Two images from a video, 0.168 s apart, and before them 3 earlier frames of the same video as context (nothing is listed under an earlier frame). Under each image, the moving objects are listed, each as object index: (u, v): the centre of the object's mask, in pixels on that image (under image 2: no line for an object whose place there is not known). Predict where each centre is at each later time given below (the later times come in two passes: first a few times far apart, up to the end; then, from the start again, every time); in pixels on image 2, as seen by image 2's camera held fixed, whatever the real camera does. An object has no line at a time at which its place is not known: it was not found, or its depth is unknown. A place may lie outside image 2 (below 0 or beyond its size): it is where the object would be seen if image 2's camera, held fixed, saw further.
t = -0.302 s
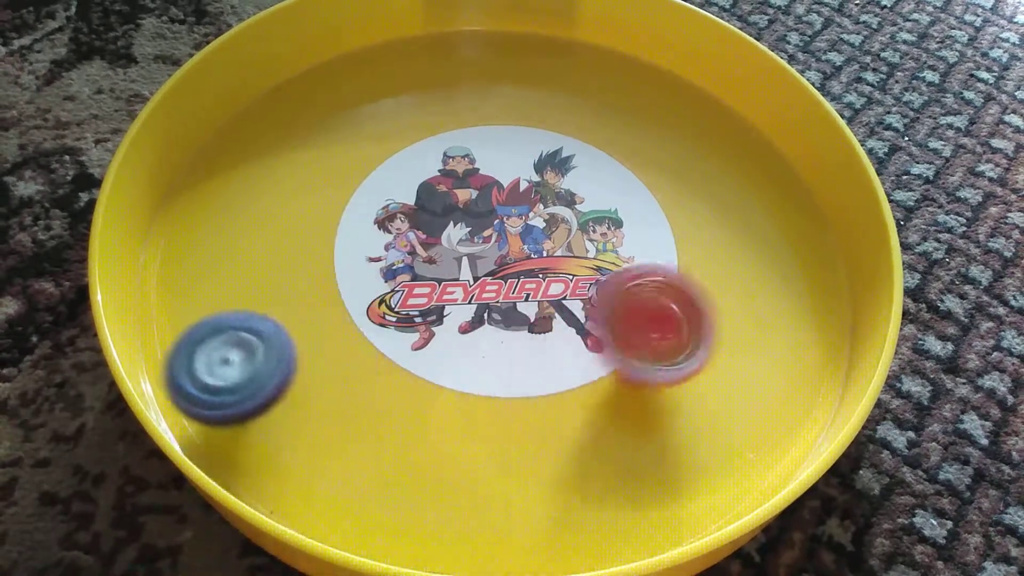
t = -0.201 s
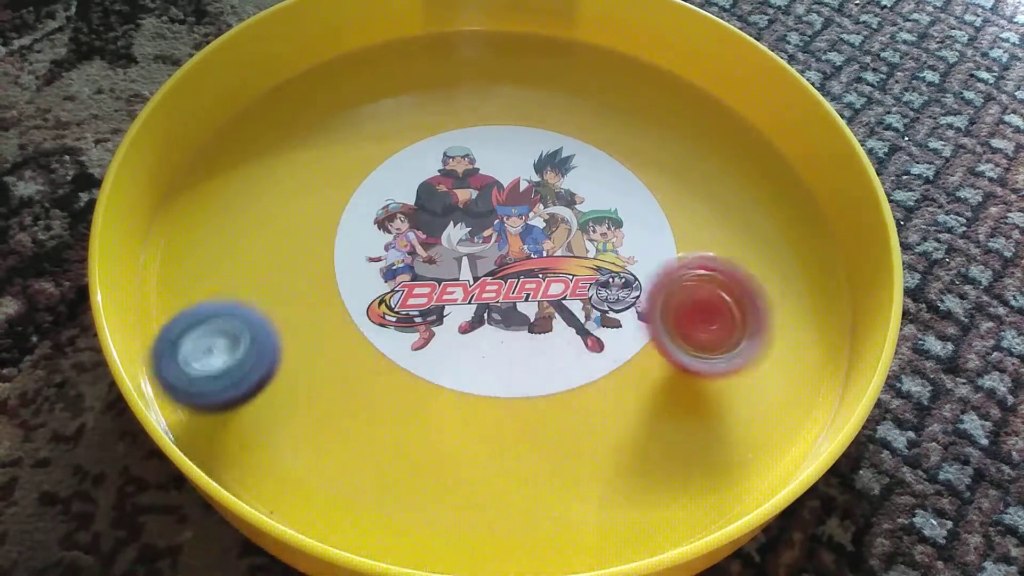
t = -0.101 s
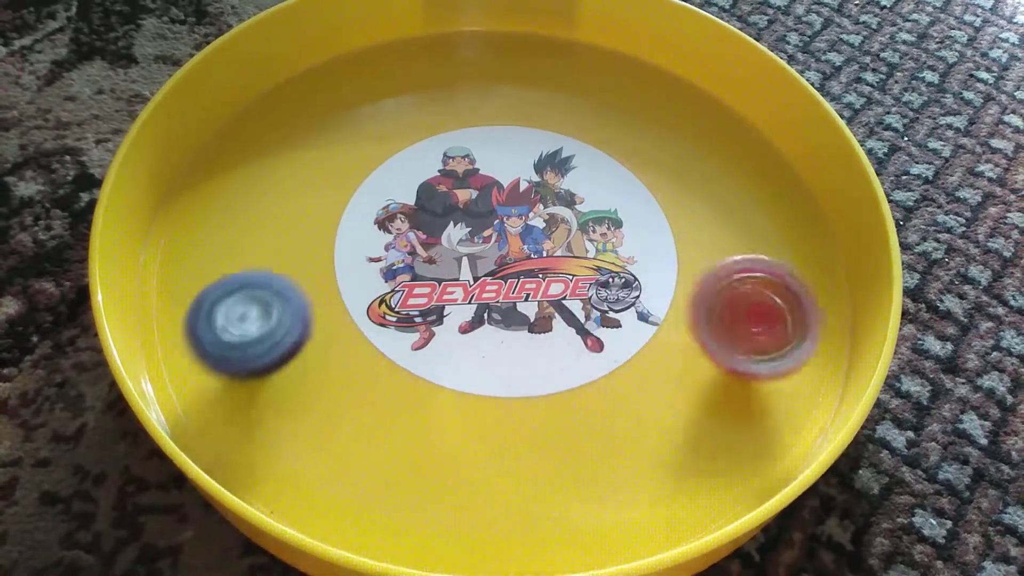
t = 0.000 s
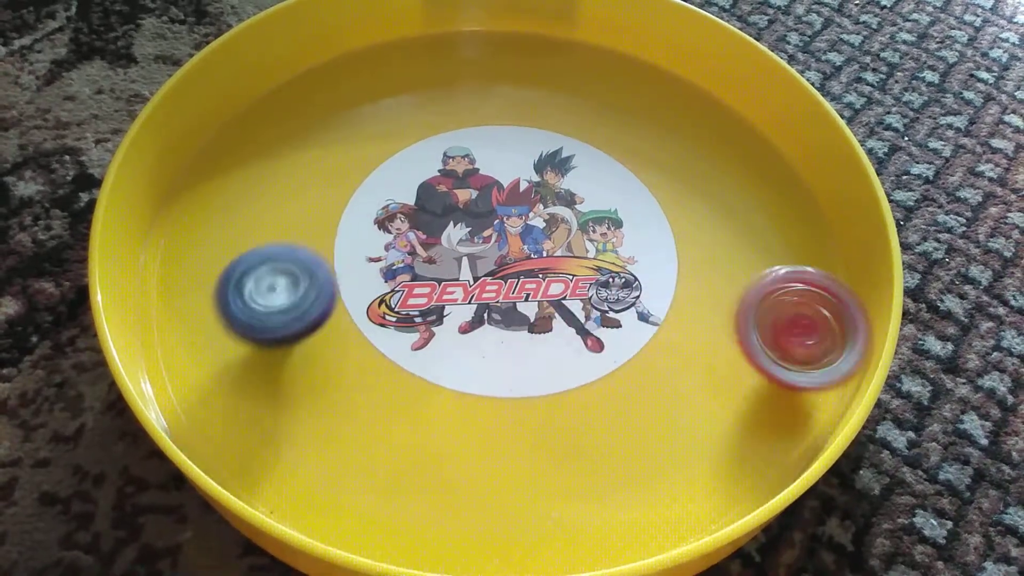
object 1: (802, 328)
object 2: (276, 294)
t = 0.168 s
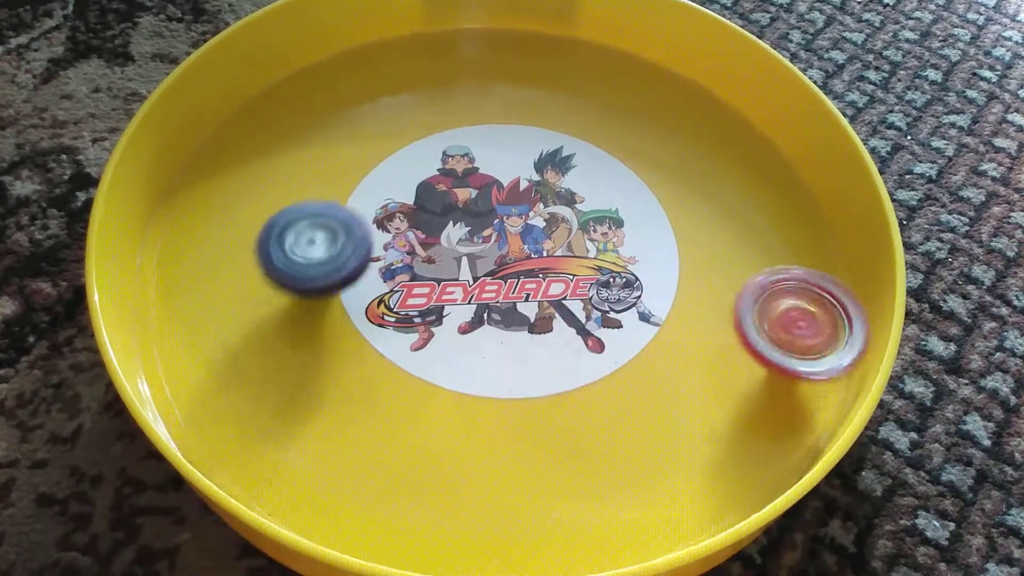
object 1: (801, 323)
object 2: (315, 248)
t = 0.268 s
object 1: (801, 336)
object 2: (332, 222)
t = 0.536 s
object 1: (771, 370)
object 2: (371, 169)
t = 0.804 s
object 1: (724, 387)
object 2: (394, 136)
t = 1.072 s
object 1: (671, 385)
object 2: (413, 120)
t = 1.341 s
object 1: (624, 364)
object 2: (429, 123)
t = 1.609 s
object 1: (593, 330)
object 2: (444, 139)
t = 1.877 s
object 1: (582, 293)
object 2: (470, 174)
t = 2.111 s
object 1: (611, 297)
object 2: (487, 192)
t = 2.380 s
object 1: (698, 415)
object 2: (410, 84)
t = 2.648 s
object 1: (620, 394)
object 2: (389, 44)
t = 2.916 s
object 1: (588, 332)
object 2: (403, 60)
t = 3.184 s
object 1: (622, 286)
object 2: (401, 78)
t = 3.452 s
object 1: (679, 287)
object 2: (383, 111)
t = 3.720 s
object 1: (711, 331)
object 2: (358, 156)
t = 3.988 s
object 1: (688, 382)
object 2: (331, 219)
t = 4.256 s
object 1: (624, 392)
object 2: (297, 299)
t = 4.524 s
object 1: (575, 356)
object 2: (262, 398)
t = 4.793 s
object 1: (577, 308)
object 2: (320, 439)
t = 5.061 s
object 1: (615, 288)
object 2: (397, 463)
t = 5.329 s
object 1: (649, 306)
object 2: (474, 498)
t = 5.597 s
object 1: (652, 344)
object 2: (549, 476)
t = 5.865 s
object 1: (655, 353)
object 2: (573, 470)
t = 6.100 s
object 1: (656, 353)
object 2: (579, 500)
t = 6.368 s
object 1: (660, 354)
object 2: (572, 448)
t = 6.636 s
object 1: (684, 351)
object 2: (545, 396)
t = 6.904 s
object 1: (702, 367)
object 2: (526, 349)
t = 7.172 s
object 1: (694, 390)
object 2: (510, 307)
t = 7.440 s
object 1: (668, 400)
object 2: (495, 269)
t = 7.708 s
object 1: (639, 387)
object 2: (479, 244)
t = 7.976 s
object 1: (632, 365)
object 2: (461, 227)
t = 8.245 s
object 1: (643, 348)
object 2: (441, 223)
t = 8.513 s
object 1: (661, 351)
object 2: (420, 235)
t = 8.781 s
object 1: (666, 365)
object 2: (407, 259)
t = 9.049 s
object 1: (655, 377)
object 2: (402, 291)
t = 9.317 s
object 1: (634, 379)
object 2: (402, 328)
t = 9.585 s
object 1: (618, 366)
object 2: (394, 371)
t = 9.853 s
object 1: (616, 351)
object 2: (384, 418)
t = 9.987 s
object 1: (615, 350)
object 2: (376, 444)
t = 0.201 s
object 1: (803, 327)
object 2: (321, 239)
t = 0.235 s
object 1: (803, 332)
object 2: (327, 230)
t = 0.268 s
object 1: (801, 336)
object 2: (332, 222)
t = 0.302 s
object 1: (799, 340)
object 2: (338, 215)
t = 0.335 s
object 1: (796, 344)
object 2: (343, 208)
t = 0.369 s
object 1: (792, 348)
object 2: (348, 201)
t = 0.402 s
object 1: (789, 353)
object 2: (353, 194)
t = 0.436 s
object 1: (787, 357)
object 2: (358, 188)
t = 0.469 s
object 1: (781, 362)
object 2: (362, 181)
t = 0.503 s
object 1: (776, 365)
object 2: (366, 174)
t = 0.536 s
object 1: (771, 370)
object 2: (371, 169)
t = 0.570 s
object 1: (766, 372)
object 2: (374, 164)
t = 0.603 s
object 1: (761, 375)
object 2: (378, 159)
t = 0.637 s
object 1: (754, 378)
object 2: (381, 154)
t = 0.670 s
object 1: (748, 381)
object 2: (384, 150)
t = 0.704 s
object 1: (743, 383)
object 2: (387, 146)
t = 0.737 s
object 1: (737, 384)
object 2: (389, 142)
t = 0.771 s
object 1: (730, 385)
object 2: (392, 139)
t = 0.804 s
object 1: (724, 387)
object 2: (394, 136)
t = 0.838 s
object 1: (719, 388)
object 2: (396, 133)
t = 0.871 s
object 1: (711, 388)
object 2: (399, 130)
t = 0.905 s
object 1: (703, 388)
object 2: (401, 128)
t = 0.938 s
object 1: (697, 389)
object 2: (403, 126)
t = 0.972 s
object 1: (691, 388)
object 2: (405, 124)
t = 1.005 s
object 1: (684, 387)
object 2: (408, 123)
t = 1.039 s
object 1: (676, 386)
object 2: (410, 122)
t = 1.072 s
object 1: (671, 385)
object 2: (413, 120)
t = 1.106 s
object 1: (665, 383)
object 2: (415, 119)
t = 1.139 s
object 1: (658, 381)
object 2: (417, 119)
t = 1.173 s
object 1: (651, 379)
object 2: (419, 119)
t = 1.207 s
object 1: (645, 377)
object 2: (420, 119)
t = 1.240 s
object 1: (640, 374)
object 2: (423, 119)
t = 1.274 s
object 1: (634, 370)
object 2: (425, 120)
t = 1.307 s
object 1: (628, 368)
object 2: (427, 121)
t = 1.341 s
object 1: (624, 364)
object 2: (429, 123)
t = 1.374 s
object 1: (619, 360)
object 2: (430, 123)
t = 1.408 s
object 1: (615, 356)
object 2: (432, 125)
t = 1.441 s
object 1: (610, 353)
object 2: (434, 127)
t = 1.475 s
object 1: (607, 348)
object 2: (436, 129)
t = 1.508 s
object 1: (603, 344)
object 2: (437, 130)
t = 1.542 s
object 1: (598, 339)
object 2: (440, 133)
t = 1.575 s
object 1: (596, 335)
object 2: (442, 136)
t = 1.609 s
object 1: (593, 330)
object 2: (444, 139)
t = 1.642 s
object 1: (590, 325)
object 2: (447, 143)
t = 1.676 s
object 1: (587, 320)
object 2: (450, 147)
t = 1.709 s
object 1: (586, 316)
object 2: (453, 150)
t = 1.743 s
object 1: (585, 311)
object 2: (456, 155)
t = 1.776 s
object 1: (583, 306)
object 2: (459, 160)
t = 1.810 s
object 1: (582, 301)
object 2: (463, 165)
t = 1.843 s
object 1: (582, 298)
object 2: (466, 168)
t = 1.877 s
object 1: (582, 293)
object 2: (470, 174)
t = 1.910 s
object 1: (581, 287)
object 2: (474, 179)
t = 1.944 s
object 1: (581, 284)
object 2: (478, 185)
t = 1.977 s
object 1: (582, 279)
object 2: (483, 191)
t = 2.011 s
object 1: (583, 275)
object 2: (487, 195)
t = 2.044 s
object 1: (583, 272)
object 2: (492, 202)
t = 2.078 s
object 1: (586, 270)
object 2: (495, 206)
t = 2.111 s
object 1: (611, 297)
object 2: (487, 192)
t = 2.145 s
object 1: (640, 332)
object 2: (473, 172)
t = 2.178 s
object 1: (668, 360)
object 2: (463, 157)
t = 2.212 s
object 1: (691, 388)
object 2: (453, 143)
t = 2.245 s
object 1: (710, 414)
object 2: (442, 129)
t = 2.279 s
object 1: (722, 431)
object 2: (433, 117)
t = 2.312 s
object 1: (724, 437)
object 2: (424, 105)
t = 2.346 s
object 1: (713, 425)
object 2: (418, 95)
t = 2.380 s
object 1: (698, 415)
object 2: (410, 84)
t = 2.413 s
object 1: (691, 414)
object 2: (402, 74)
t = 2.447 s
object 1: (681, 415)
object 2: (396, 64)
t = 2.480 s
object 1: (671, 415)
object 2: (391, 54)
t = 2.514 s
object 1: (659, 412)
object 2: (386, 44)
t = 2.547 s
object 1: (649, 410)
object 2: (380, 35)
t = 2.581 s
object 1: (639, 406)
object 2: (382, 35)
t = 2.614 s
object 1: (629, 401)
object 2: (385, 39)
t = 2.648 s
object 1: (620, 394)
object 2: (389, 44)
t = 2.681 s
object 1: (612, 388)
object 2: (392, 45)
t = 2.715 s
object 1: (606, 380)
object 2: (395, 49)
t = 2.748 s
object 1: (599, 373)
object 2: (397, 50)
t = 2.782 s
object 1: (595, 363)
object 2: (398, 52)
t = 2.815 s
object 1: (590, 356)
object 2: (400, 53)
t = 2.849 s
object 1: (588, 348)
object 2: (402, 56)
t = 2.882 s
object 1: (588, 340)
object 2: (403, 58)
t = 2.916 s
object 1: (588, 332)
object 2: (403, 60)
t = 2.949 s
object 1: (589, 323)
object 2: (404, 61)
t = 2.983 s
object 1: (592, 317)
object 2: (405, 63)
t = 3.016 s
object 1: (596, 311)
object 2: (404, 66)
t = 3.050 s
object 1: (599, 305)
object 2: (404, 68)
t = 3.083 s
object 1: (605, 299)
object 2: (404, 70)
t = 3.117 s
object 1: (610, 294)
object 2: (403, 73)
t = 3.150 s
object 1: (618, 289)
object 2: (402, 75)
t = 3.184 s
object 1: (622, 286)
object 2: (401, 78)
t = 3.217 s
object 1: (630, 282)
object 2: (400, 81)
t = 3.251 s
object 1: (635, 281)
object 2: (399, 84)
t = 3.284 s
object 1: (643, 280)
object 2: (397, 87)
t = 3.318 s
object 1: (649, 279)
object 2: (395, 91)
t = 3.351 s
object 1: (659, 280)
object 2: (392, 96)
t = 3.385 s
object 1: (665, 282)
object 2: (390, 100)
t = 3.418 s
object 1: (673, 284)
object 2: (387, 105)
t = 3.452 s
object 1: (679, 287)
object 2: (383, 111)
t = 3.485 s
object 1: (686, 292)
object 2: (380, 116)
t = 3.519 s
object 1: (689, 295)
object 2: (376, 122)
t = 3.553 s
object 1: (696, 301)
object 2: (373, 127)
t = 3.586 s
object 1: (700, 306)
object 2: (370, 132)
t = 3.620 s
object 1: (704, 313)
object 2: (367, 137)
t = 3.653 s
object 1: (706, 318)
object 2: (364, 143)
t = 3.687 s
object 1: (710, 326)
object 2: (361, 149)
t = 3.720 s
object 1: (711, 331)
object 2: (358, 156)
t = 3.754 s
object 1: (712, 339)
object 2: (354, 163)
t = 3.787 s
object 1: (711, 345)
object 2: (351, 170)
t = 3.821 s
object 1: (709, 353)
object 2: (348, 177)
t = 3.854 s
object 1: (707, 359)
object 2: (344, 184)
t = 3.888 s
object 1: (703, 365)
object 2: (341, 193)
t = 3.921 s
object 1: (700, 371)
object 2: (338, 201)
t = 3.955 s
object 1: (693, 377)
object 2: (334, 210)
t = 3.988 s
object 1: (688, 382)
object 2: (331, 219)
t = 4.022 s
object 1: (680, 385)
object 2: (327, 229)
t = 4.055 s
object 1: (673, 390)
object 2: (323, 237)
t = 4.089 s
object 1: (664, 392)
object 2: (319, 245)
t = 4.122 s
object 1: (658, 394)
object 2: (314, 255)
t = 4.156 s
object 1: (648, 394)
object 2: (310, 267)
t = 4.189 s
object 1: (641, 395)
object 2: (305, 277)
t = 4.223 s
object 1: (631, 394)
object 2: (301, 288)
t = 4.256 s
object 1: (624, 392)
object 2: (297, 299)
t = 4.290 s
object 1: (614, 389)
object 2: (292, 310)
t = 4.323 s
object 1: (608, 386)
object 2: (288, 322)
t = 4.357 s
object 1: (599, 381)
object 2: (284, 334)
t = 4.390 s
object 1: (594, 378)
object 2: (280, 346)
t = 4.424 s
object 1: (586, 372)
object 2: (276, 358)
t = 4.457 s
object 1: (582, 367)
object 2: (271, 371)
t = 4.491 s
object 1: (577, 361)
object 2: (267, 385)
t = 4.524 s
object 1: (575, 356)
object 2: (262, 398)
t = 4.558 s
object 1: (571, 347)
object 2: (257, 413)
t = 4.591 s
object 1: (570, 342)
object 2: (253, 426)
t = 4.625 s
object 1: (569, 337)
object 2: (266, 427)
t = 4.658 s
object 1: (570, 330)
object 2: (279, 428)
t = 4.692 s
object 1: (570, 324)
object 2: (289, 431)
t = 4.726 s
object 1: (572, 320)
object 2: (300, 434)
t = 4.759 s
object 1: (575, 313)
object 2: (310, 436)
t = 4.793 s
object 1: (577, 308)
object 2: (320, 439)
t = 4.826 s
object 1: (580, 304)
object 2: (330, 441)
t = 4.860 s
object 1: (585, 301)
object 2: (340, 444)
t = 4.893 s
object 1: (590, 296)
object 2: (349, 447)
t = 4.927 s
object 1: (596, 295)
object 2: (359, 450)
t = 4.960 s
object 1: (599, 291)
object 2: (369, 453)
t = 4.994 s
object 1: (605, 291)
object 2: (378, 456)
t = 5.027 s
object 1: (609, 288)
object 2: (388, 459)
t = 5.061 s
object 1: (615, 288)
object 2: (397, 463)
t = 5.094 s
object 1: (619, 287)
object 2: (407, 467)
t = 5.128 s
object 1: (625, 289)
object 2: (416, 471)
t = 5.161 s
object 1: (629, 290)
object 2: (426, 474)
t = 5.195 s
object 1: (634, 293)
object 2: (436, 479)
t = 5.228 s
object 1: (637, 295)
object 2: (446, 483)
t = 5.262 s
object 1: (642, 299)
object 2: (455, 488)
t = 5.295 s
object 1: (645, 302)
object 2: (464, 492)
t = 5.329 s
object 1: (649, 306)
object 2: (474, 498)
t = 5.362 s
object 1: (652, 309)
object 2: (483, 503)
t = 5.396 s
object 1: (654, 314)
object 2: (492, 508)
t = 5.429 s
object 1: (654, 318)
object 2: (501, 512)
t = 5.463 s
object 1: (656, 324)
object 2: (511, 512)
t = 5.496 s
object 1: (656, 328)
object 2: (521, 502)
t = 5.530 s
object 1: (656, 333)
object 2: (531, 492)
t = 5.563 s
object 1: (653, 339)
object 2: (540, 484)
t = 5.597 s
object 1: (652, 344)
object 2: (549, 476)
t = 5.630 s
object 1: (649, 349)
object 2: (560, 467)
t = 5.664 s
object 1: (646, 352)
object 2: (569, 459)
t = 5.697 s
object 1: (648, 354)
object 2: (572, 457)
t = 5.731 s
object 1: (652, 354)
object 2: (572, 459)
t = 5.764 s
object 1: (650, 355)
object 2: (572, 462)
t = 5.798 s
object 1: (651, 353)
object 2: (572, 464)
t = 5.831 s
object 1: (652, 353)
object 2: (573, 467)
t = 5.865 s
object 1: (655, 353)
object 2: (573, 470)
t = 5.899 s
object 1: (654, 354)
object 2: (574, 473)
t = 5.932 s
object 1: (654, 351)
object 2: (574, 476)
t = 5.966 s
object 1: (655, 353)
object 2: (575, 480)
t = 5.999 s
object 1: (655, 352)
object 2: (575, 484)
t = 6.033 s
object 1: (656, 354)
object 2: (576, 489)
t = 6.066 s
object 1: (654, 352)
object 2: (577, 495)
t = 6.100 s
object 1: (656, 353)
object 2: (579, 500)
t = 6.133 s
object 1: (654, 353)
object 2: (581, 505)
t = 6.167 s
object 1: (656, 354)
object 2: (582, 509)
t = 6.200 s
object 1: (654, 355)
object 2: (582, 499)
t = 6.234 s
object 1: (655, 354)
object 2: (581, 485)
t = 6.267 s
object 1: (654, 356)
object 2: (580, 473)
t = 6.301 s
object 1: (654, 355)
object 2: (578, 463)
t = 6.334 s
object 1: (655, 355)
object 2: (577, 455)
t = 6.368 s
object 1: (660, 354)
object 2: (572, 448)
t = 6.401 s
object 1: (663, 355)
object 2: (568, 440)
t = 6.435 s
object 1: (664, 351)
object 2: (564, 433)
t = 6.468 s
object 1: (668, 350)
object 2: (561, 427)
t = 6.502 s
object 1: (671, 350)
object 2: (557, 421)
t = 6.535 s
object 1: (676, 350)
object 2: (554, 415)
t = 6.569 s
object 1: (678, 350)
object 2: (552, 409)
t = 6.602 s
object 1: (682, 350)
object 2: (549, 403)
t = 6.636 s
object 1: (684, 351)
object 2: (545, 396)
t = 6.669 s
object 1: (687, 351)
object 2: (543, 391)
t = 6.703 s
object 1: (690, 354)
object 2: (541, 385)
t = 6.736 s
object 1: (692, 354)
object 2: (538, 379)
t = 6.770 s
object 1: (696, 358)
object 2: (535, 372)
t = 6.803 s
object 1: (696, 359)
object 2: (532, 367)
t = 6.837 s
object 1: (700, 363)
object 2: (530, 362)
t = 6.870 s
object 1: (700, 364)
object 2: (529, 357)
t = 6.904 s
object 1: (702, 367)
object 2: (526, 349)
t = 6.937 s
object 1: (701, 370)
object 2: (524, 344)
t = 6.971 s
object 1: (703, 372)
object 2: (521, 338)
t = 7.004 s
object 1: (702, 377)
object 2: (518, 334)
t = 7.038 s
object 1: (701, 379)
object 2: (517, 328)
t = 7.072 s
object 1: (701, 383)
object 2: (515, 321)
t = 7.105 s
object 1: (699, 385)
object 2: (513, 316)
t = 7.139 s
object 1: (698, 389)
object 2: (511, 312)
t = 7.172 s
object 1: (694, 390)
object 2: (510, 307)
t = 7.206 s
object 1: (693, 393)
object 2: (508, 301)
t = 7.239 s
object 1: (688, 395)
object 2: (507, 297)
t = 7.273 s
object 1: (686, 395)
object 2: (505, 292)
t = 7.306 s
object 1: (682, 398)
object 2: (503, 287)
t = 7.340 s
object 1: (678, 398)
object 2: (502, 284)
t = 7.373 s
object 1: (675, 400)
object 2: (500, 279)
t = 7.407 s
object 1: (670, 399)
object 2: (498, 275)
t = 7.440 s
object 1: (668, 400)
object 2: (495, 269)
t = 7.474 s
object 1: (662, 399)
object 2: (493, 266)
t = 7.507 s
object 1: (660, 398)
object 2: (491, 262)
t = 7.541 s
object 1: (655, 398)
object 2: (489, 258)
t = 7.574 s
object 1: (652, 395)
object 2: (487, 255)
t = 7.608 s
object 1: (648, 395)
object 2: (485, 253)
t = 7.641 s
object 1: (645, 391)
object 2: (483, 249)
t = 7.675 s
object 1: (642, 390)
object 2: (481, 246)
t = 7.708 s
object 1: (639, 387)
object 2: (479, 244)
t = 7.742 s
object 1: (638, 385)
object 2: (477, 242)
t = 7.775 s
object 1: (635, 382)
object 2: (476, 239)
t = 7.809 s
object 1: (634, 379)
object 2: (473, 236)
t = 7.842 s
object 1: (632, 377)
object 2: (470, 234)
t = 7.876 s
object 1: (632, 372)
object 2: (469, 233)
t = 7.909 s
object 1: (631, 371)
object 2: (467, 231)
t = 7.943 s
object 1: (631, 367)
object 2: (463, 228)
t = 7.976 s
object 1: (632, 365)
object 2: (461, 227)
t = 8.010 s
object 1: (632, 361)
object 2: (459, 225)
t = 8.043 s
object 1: (634, 359)
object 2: (456, 224)
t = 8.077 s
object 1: (634, 357)
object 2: (453, 223)
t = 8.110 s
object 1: (636, 354)
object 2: (450, 223)
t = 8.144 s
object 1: (637, 353)
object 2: (447, 223)
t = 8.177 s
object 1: (640, 351)
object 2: (446, 223)
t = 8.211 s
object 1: (642, 351)
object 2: (443, 222)
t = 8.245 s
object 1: (643, 348)
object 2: (441, 223)
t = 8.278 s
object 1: (647, 348)
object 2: (437, 224)
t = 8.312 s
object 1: (647, 348)
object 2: (435, 225)
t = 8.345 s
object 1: (651, 346)
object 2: (432, 226)
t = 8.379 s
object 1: (652, 348)
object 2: (429, 227)
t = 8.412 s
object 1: (654, 347)
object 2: (427, 229)
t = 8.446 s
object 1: (656, 348)
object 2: (425, 232)
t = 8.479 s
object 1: (657, 348)
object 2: (421, 233)
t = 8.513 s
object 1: (661, 351)
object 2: (420, 235)
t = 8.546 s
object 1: (661, 351)
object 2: (418, 238)
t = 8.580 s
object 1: (664, 353)
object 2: (417, 240)
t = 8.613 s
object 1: (664, 355)
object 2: (415, 242)
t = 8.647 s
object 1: (666, 356)
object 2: (413, 246)
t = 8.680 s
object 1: (667, 360)
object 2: (411, 249)
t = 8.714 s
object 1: (667, 360)
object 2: (410, 252)
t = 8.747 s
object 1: (668, 363)
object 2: (409, 253)
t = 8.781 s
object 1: (666, 365)
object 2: (407, 259)
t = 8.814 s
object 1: (667, 366)
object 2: (407, 263)
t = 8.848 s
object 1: (665, 369)
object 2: (406, 267)
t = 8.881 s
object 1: (664, 370)
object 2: (405, 270)
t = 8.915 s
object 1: (663, 373)
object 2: (404, 275)
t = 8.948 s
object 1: (660, 374)
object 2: (404, 279)
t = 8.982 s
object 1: (660, 376)
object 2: (404, 282)
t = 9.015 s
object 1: (656, 377)
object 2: (402, 287)
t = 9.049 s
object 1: (655, 377)
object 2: (402, 291)
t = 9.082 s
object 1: (652, 379)
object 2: (403, 295)
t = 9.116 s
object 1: (650, 379)
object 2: (402, 300)
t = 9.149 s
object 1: (647, 380)
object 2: (402, 304)
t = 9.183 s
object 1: (644, 379)
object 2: (403, 309)
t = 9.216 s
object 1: (642, 380)
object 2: (403, 313)
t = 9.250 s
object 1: (638, 380)
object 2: (402, 318)
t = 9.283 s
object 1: (637, 379)
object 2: (401, 323)
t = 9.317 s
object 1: (634, 379)
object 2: (402, 328)
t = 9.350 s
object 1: (631, 377)
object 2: (401, 332)
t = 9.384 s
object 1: (629, 376)
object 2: (400, 338)
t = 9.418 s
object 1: (626, 374)
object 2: (399, 343)
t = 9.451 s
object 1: (626, 374)
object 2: (397, 348)
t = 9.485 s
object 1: (622, 372)
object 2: (397, 353)
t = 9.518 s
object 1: (621, 369)
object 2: (395, 360)
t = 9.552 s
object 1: (620, 369)
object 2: (395, 366)
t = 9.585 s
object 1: (618, 366)
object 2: (394, 371)
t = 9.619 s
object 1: (618, 365)
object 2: (393, 376)
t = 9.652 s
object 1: (615, 362)
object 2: (392, 383)
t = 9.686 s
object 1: (616, 360)
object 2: (392, 388)
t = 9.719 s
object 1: (615, 359)
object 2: (390, 393)
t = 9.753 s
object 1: (615, 355)
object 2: (389, 400)
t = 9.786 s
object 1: (615, 355)
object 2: (388, 407)
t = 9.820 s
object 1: (614, 352)
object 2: (386, 412)
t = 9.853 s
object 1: (616, 351)
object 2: (384, 418)
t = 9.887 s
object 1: (615, 349)
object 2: (382, 425)
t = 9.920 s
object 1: (617, 347)
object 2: (381, 430)
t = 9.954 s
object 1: (616, 350)
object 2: (378, 437)
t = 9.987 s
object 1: (615, 350)
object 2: (376, 444)
